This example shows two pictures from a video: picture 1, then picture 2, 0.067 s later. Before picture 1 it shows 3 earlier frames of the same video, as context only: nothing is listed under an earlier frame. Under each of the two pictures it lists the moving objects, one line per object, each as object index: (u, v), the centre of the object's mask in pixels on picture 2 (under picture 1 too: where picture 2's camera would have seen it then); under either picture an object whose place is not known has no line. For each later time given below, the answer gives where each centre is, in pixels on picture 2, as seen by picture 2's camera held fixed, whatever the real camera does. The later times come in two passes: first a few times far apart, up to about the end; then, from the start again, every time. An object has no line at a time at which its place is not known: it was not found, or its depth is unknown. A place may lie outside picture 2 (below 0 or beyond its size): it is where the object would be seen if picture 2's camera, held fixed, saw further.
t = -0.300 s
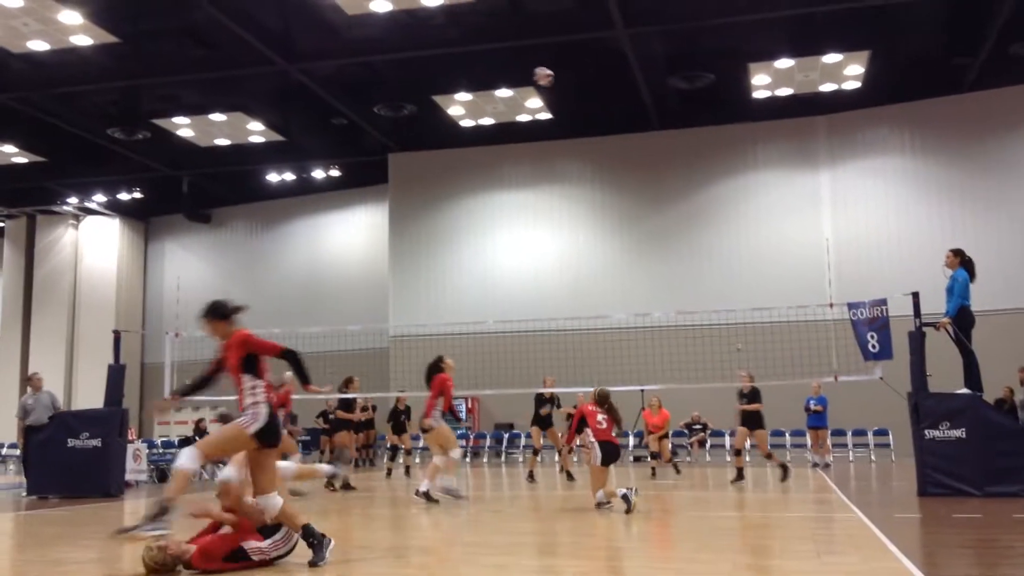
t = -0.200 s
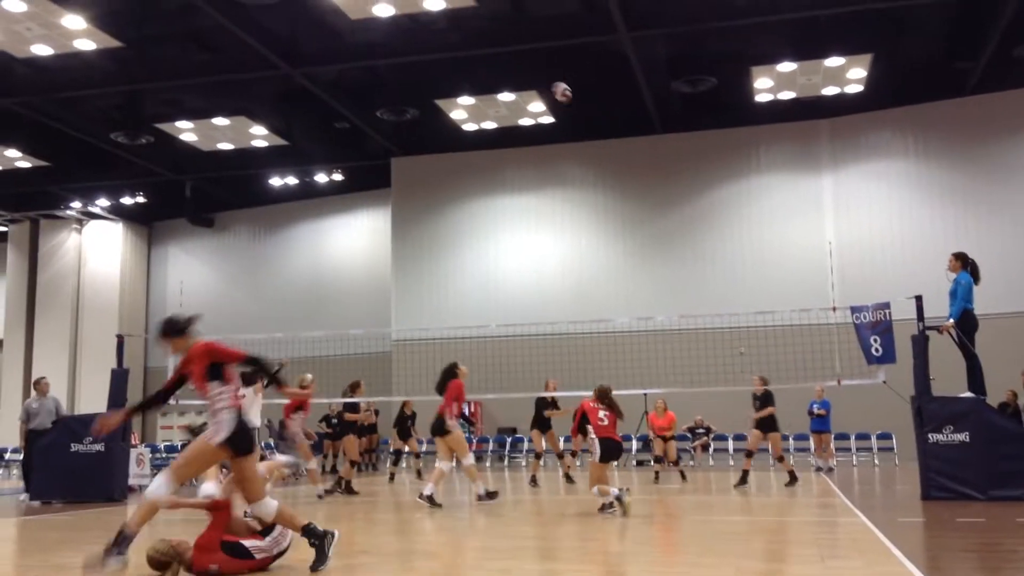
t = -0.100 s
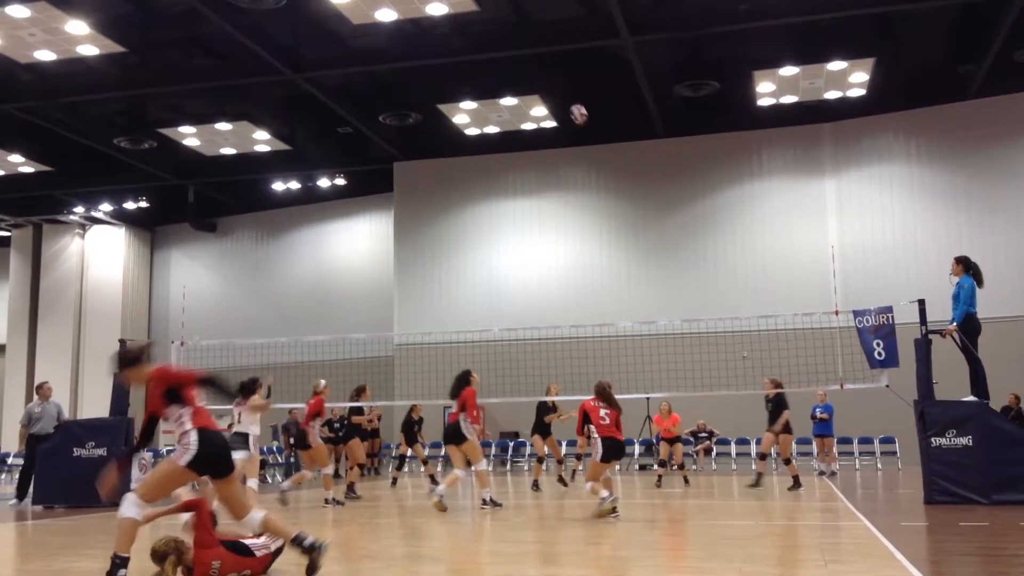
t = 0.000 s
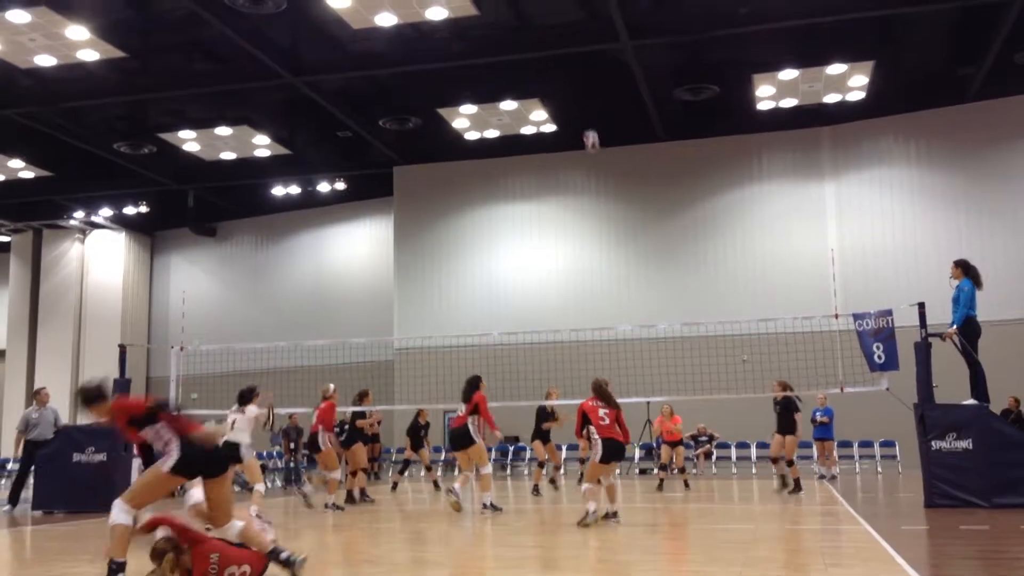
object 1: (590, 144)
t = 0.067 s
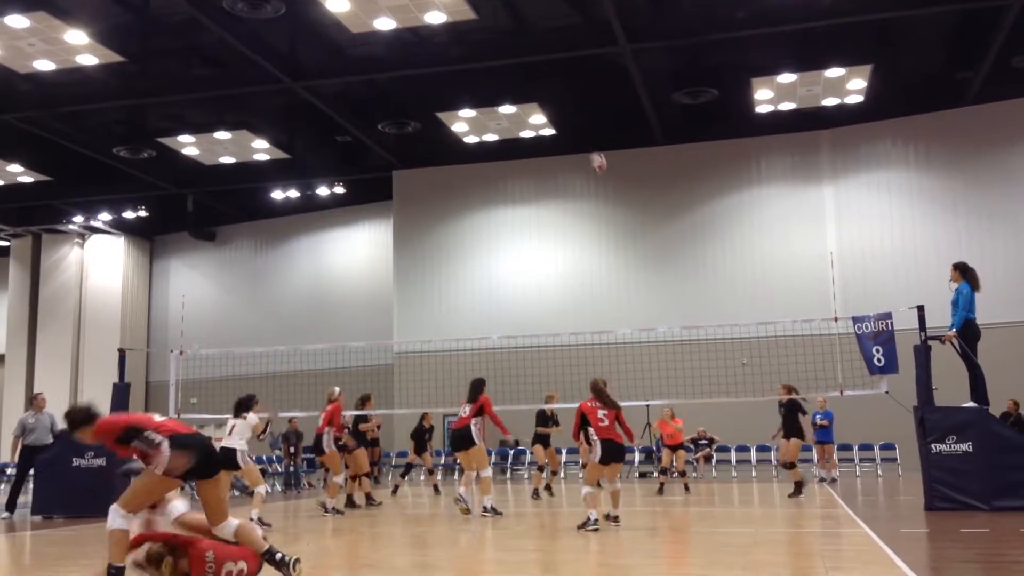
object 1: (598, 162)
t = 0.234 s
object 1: (618, 214)
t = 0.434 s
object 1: (638, 293)
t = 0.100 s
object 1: (603, 171)
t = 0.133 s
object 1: (606, 182)
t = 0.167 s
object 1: (610, 192)
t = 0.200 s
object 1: (614, 202)
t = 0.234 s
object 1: (618, 214)
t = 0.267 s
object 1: (622, 228)
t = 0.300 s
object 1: (624, 242)
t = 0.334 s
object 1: (626, 252)
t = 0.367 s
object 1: (631, 267)
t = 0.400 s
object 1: (635, 280)
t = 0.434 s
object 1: (638, 293)
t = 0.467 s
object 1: (642, 308)
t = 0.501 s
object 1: (645, 322)
